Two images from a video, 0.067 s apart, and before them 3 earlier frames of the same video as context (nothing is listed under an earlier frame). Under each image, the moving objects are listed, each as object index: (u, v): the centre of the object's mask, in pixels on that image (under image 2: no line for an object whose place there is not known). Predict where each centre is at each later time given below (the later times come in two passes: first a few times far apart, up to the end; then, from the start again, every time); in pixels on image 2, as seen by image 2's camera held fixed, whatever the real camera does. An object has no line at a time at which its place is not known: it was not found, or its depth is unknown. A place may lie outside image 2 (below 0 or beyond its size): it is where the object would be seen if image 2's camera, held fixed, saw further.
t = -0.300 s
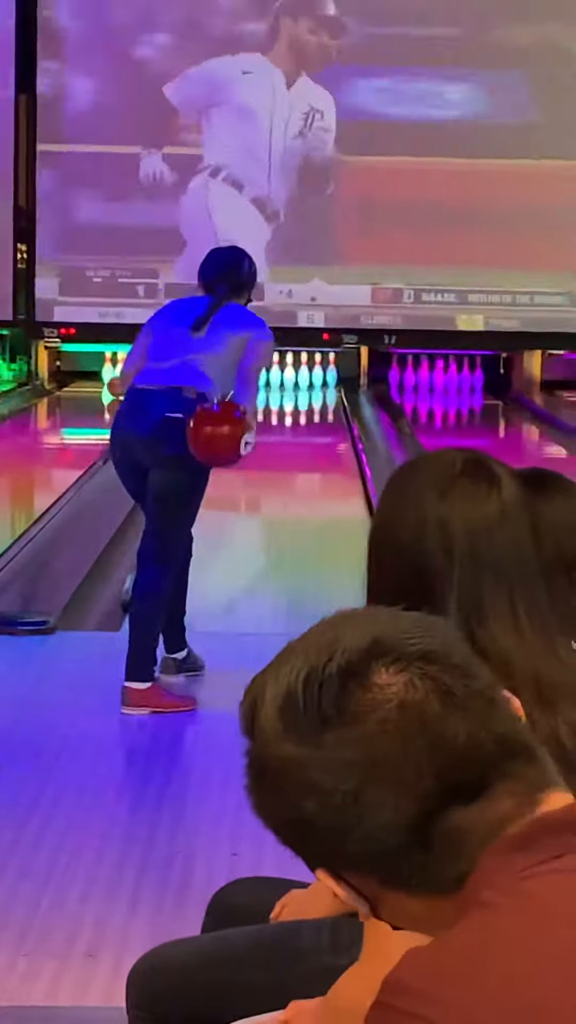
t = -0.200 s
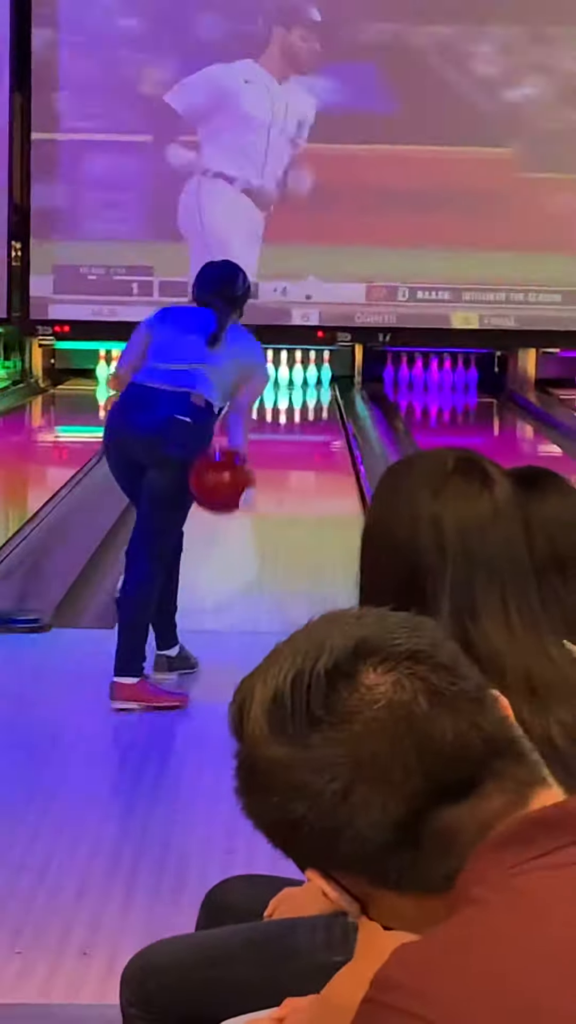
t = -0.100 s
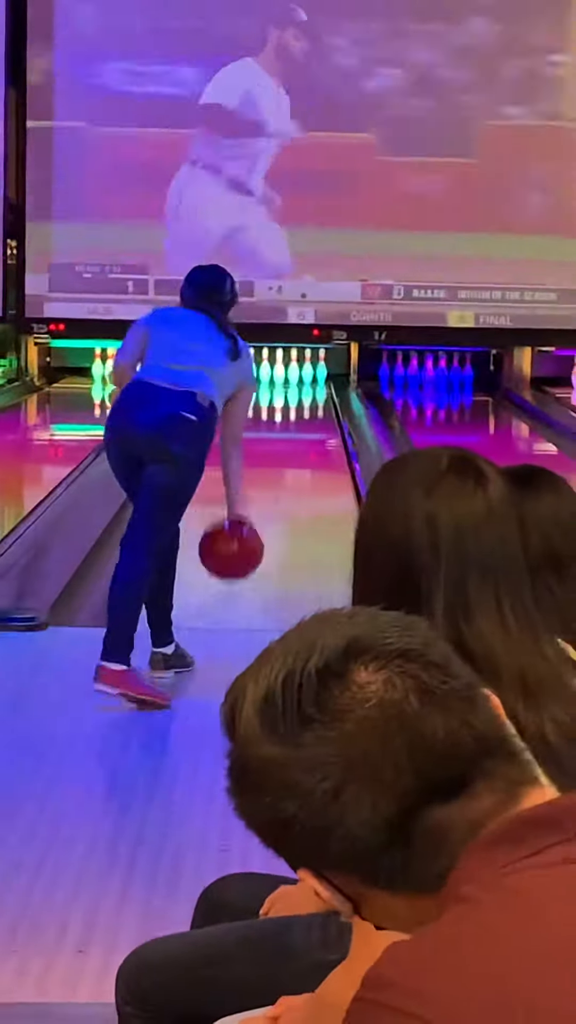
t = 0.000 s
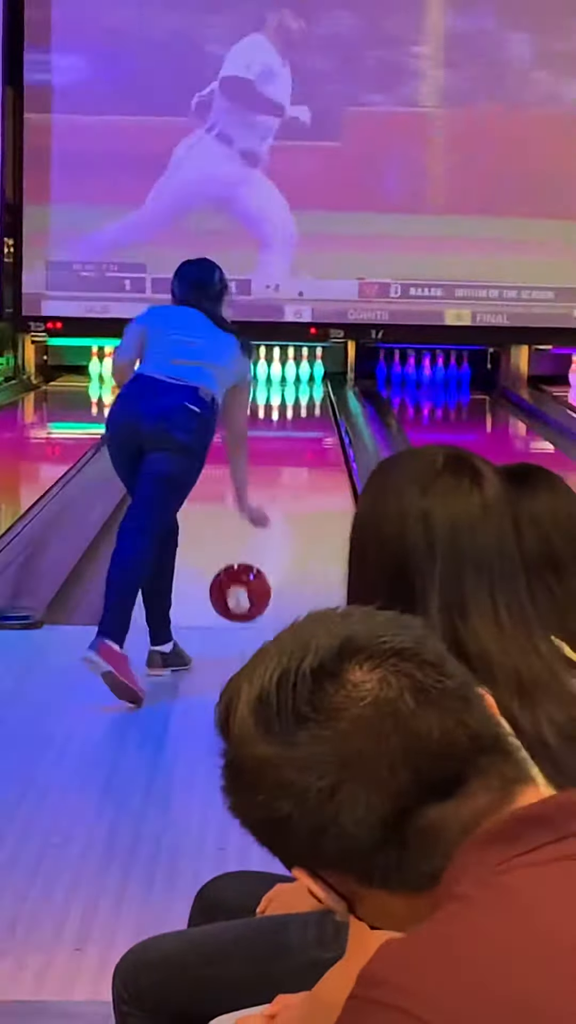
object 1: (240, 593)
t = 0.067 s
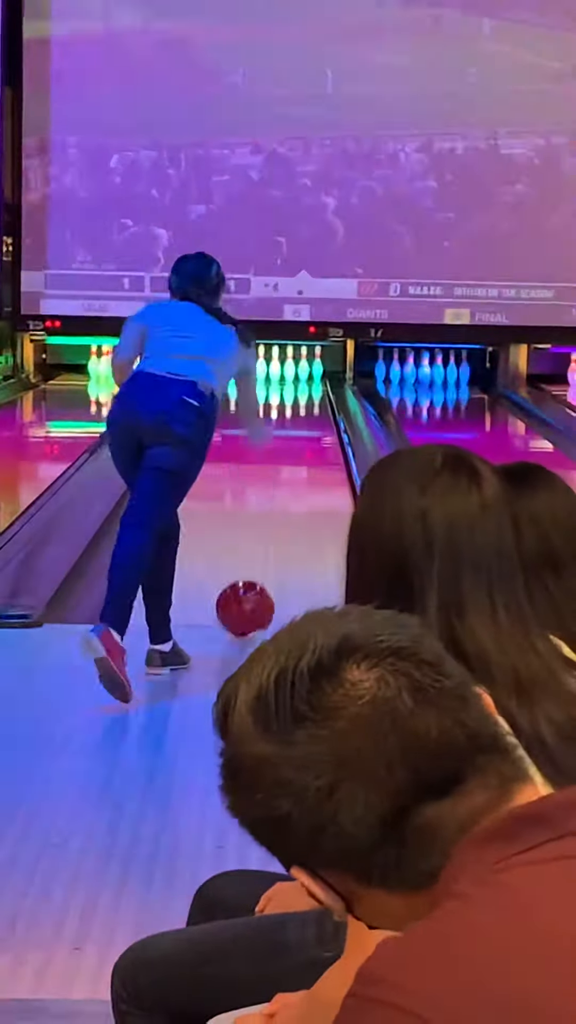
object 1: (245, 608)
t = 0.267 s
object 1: (261, 573)
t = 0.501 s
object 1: (277, 540)
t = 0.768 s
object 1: (291, 508)
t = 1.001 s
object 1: (301, 486)
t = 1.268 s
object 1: (310, 466)
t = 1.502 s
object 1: (317, 450)
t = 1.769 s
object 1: (322, 437)
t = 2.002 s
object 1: (326, 426)
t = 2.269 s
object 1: (323, 415)
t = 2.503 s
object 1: (316, 407)
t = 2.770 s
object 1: (311, 399)
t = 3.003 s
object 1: (308, 393)
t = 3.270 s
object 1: (304, 386)
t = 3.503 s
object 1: (299, 382)
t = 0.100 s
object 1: (248, 595)
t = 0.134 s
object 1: (251, 585)
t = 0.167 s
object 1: (254, 578)
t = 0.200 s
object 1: (257, 575)
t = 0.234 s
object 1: (259, 574)
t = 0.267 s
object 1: (261, 573)
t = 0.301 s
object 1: (264, 566)
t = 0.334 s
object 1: (267, 560)
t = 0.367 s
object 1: (269, 558)
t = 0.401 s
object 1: (271, 554)
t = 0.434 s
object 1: (273, 549)
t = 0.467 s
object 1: (275, 544)
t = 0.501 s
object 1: (277, 540)
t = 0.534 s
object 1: (279, 535)
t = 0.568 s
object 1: (281, 531)
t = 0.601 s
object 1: (283, 527)
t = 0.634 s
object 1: (285, 523)
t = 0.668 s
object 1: (287, 519)
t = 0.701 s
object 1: (288, 515)
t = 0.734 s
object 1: (290, 512)
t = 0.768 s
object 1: (291, 508)
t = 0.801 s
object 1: (293, 505)
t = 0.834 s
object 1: (294, 501)
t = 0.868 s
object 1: (296, 498)
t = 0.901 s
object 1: (297, 495)
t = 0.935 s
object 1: (298, 492)
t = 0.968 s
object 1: (300, 489)
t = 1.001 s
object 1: (301, 486)
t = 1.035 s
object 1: (302, 483)
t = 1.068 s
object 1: (303, 481)
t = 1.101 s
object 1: (304, 478)
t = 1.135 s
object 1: (305, 475)
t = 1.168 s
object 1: (307, 473)
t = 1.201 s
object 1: (308, 470)
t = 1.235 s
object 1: (308, 468)
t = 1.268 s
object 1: (310, 466)
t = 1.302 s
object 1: (311, 463)
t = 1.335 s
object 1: (312, 461)
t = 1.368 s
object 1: (313, 459)
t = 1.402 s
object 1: (314, 457)
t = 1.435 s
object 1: (315, 454)
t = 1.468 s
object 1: (316, 452)
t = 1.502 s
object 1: (317, 450)
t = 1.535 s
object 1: (317, 449)
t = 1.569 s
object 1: (319, 447)
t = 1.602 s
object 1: (319, 445)
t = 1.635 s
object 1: (320, 443)
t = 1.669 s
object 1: (320, 441)
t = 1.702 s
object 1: (321, 439)
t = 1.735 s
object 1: (321, 438)
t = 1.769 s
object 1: (322, 437)
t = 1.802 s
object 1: (323, 434)
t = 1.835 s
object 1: (324, 433)
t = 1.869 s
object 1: (324, 432)
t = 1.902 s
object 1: (325, 430)
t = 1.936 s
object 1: (326, 428)
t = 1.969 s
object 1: (326, 426)
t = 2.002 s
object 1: (326, 426)
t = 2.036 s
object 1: (326, 424)
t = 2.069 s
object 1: (326, 422)
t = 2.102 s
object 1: (325, 421)
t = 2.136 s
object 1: (325, 420)
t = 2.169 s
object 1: (324, 418)
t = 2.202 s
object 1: (324, 417)
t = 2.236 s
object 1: (323, 416)
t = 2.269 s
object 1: (323, 415)
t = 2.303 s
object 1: (323, 415)
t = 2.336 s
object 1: (322, 413)
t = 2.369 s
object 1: (321, 412)
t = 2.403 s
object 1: (320, 411)
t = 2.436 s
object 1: (319, 409)
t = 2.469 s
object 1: (317, 408)
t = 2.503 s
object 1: (316, 407)
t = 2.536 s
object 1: (316, 407)
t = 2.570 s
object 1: (315, 406)
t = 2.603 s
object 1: (315, 404)
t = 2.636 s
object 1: (315, 404)
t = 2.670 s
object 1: (315, 403)
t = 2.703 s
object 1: (313, 402)
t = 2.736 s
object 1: (312, 400)
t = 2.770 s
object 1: (311, 399)
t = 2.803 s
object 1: (310, 398)
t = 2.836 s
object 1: (310, 397)
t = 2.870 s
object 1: (310, 396)
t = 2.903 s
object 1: (309, 396)
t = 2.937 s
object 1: (309, 395)
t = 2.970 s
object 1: (309, 394)
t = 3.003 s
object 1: (308, 393)
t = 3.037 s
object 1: (307, 393)
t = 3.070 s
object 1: (307, 392)
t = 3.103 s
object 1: (306, 392)
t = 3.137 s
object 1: (305, 389)
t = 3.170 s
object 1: (304, 388)
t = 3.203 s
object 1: (304, 388)
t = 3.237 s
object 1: (304, 387)
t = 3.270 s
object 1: (304, 386)
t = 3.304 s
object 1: (302, 385)
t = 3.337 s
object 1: (302, 385)
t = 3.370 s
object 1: (301, 384)
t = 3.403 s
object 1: (301, 383)
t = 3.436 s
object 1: (300, 383)
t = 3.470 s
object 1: (300, 382)
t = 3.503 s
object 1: (299, 382)
